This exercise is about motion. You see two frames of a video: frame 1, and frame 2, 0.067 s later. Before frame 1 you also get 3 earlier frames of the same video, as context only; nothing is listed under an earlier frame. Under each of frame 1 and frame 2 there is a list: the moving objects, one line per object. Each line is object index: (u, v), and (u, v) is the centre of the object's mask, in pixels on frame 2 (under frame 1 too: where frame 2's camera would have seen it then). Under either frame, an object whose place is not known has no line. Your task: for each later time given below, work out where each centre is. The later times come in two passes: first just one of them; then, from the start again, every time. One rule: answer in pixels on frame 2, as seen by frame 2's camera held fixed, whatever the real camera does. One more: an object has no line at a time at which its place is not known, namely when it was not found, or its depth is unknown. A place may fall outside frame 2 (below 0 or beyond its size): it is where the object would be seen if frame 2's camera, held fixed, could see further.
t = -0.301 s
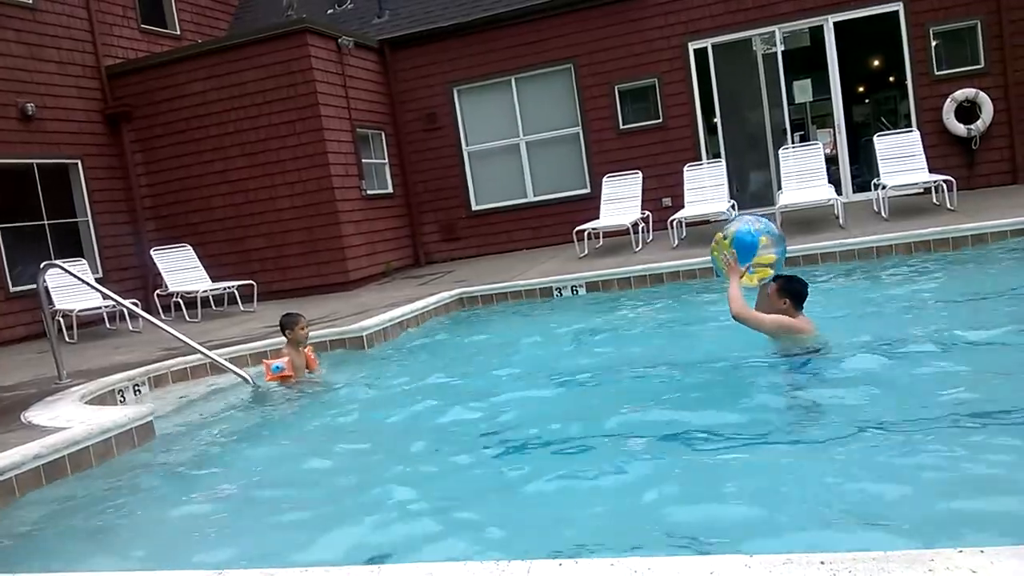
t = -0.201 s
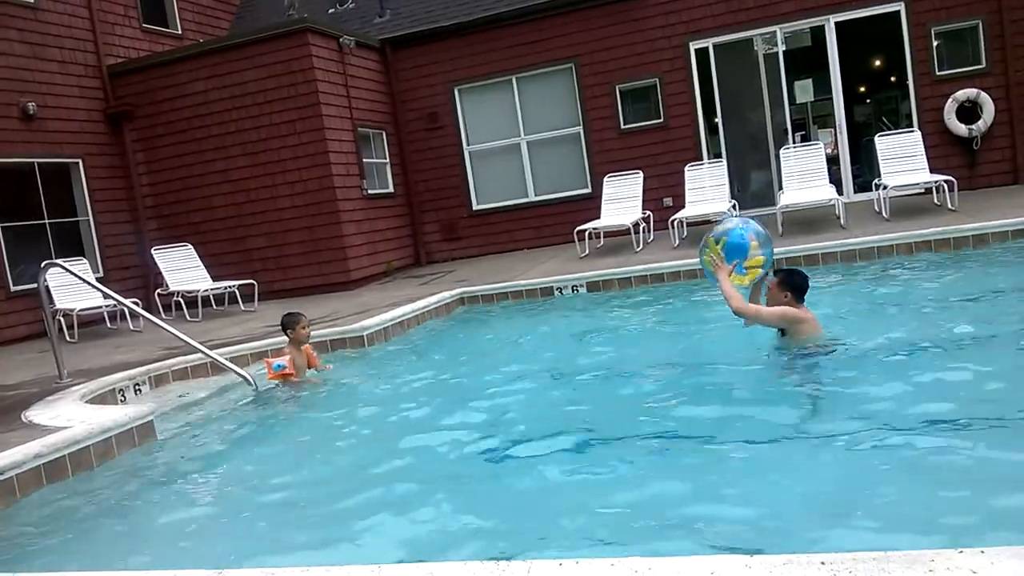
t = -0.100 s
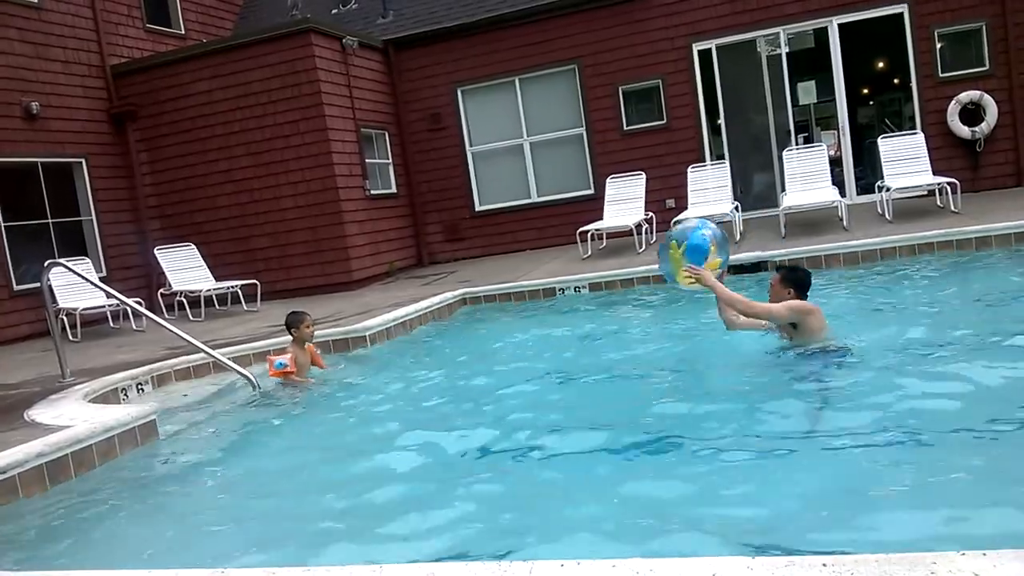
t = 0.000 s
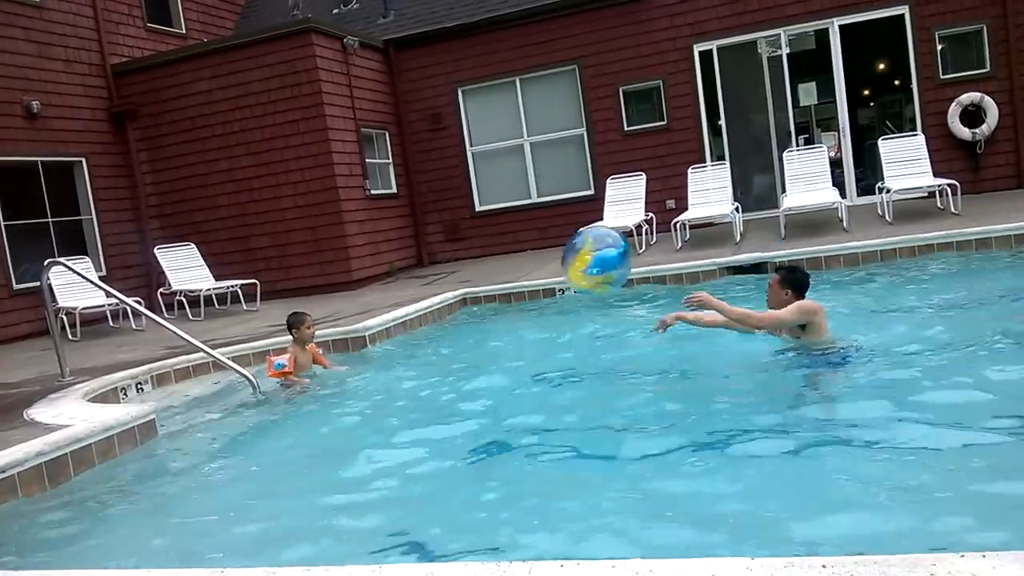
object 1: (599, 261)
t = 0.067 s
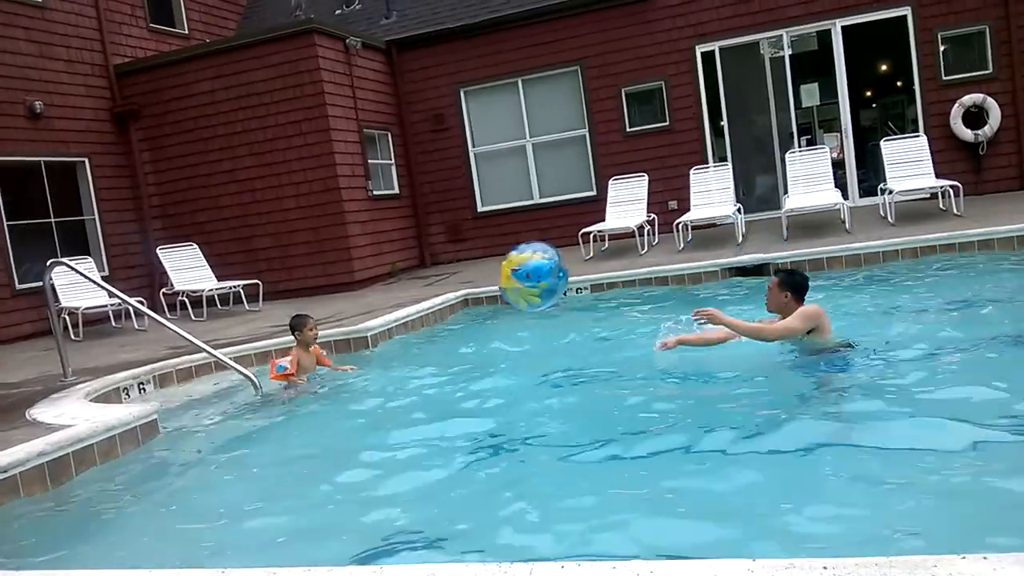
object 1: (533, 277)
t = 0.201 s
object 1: (403, 312)
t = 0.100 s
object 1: (499, 284)
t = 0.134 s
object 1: (466, 292)
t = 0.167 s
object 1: (434, 302)
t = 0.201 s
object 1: (403, 312)
